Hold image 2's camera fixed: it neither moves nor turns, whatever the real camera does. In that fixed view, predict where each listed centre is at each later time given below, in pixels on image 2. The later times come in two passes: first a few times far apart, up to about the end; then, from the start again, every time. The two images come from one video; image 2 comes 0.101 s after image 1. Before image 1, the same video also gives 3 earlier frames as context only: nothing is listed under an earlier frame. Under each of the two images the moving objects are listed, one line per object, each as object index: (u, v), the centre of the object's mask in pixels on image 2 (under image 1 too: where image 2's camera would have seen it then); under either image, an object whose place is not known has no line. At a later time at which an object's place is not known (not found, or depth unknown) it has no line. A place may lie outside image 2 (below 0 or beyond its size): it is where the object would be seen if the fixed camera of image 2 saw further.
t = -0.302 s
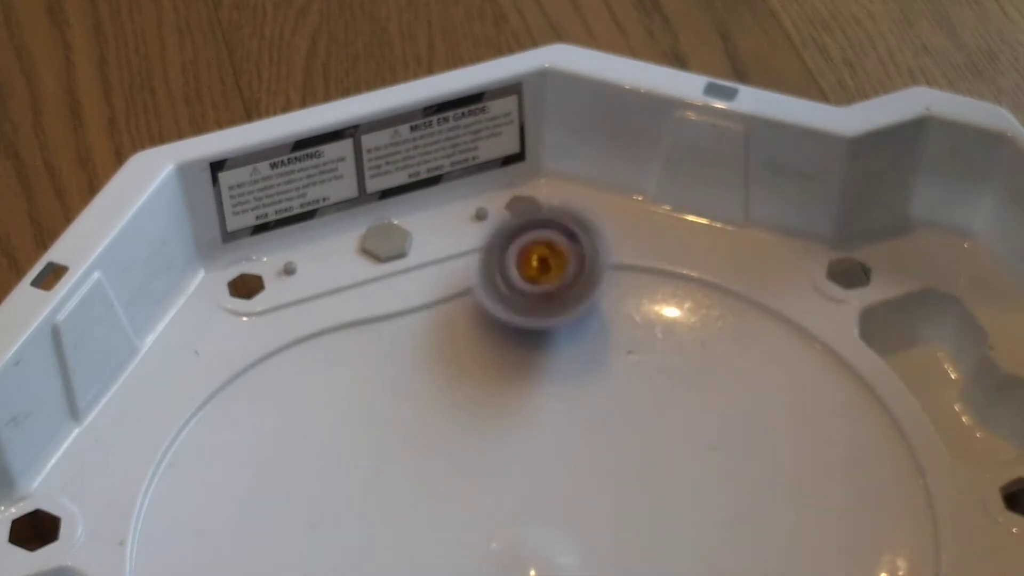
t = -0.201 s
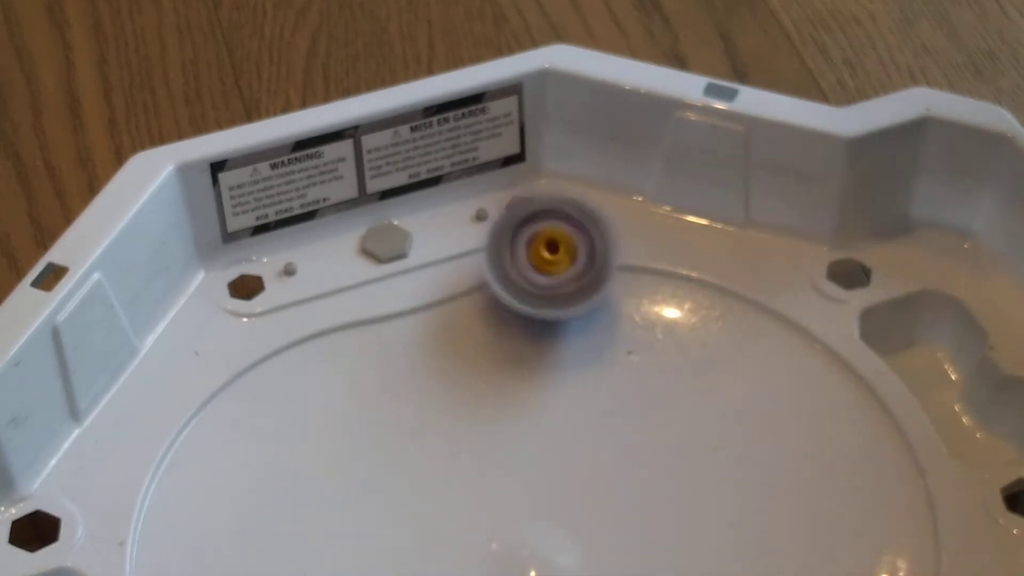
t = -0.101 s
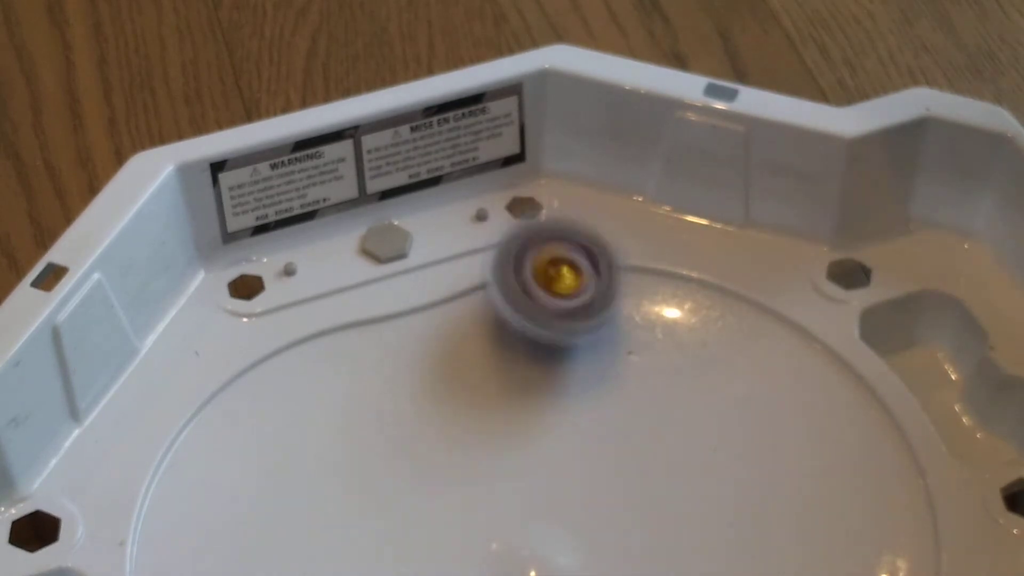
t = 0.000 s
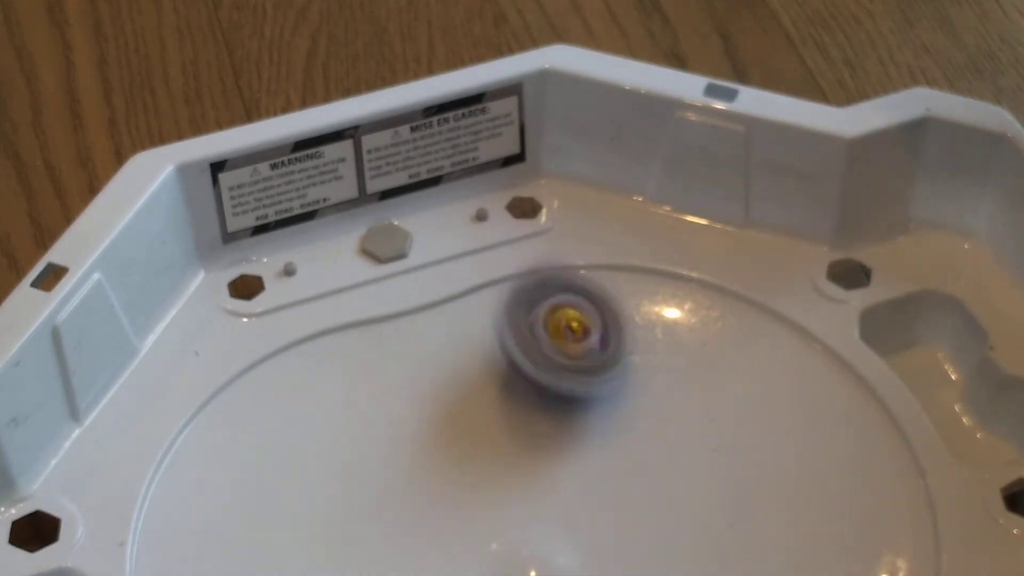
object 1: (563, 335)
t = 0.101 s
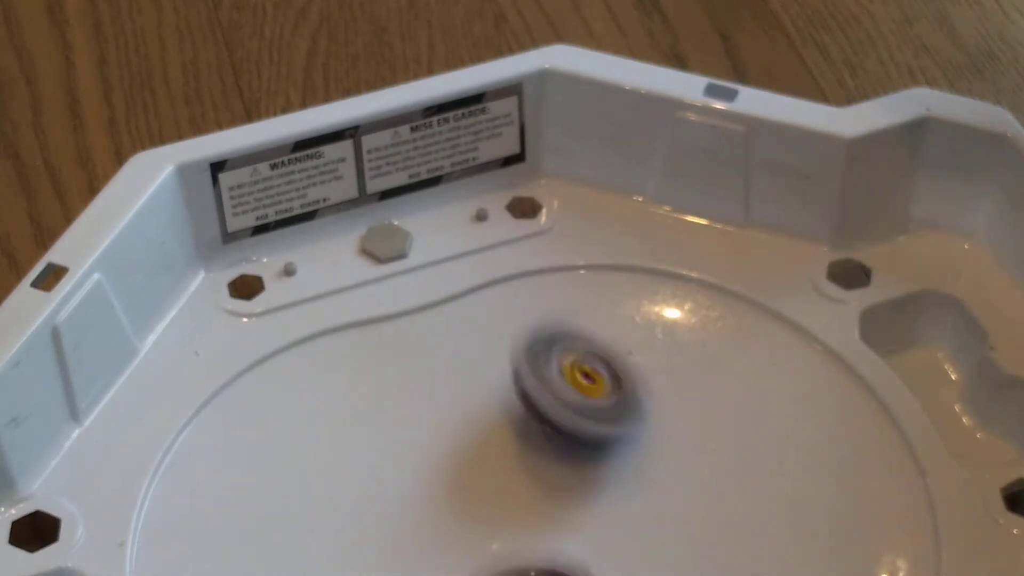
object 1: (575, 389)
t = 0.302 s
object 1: (615, 408)
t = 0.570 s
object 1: (607, 358)
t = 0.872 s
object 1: (546, 400)
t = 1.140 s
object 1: (381, 502)
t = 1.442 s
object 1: (332, 496)
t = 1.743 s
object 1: (437, 475)
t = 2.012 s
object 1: (443, 476)
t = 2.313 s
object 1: (419, 511)
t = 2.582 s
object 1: (440, 498)
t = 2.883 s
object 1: (443, 495)
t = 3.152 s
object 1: (438, 501)
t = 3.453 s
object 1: (439, 501)
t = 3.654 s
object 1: (439, 501)
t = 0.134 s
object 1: (582, 409)
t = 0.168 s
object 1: (589, 422)
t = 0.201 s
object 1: (598, 432)
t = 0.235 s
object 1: (606, 422)
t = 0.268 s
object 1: (611, 412)
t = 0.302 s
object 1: (615, 408)
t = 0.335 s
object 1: (618, 402)
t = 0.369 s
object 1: (621, 401)
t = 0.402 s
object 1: (622, 394)
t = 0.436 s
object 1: (625, 392)
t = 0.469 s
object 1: (621, 382)
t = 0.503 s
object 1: (619, 371)
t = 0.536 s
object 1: (614, 364)
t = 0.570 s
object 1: (607, 358)
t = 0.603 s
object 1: (603, 355)
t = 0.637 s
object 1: (597, 355)
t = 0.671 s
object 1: (592, 355)
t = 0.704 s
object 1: (586, 360)
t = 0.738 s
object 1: (583, 365)
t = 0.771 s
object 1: (577, 371)
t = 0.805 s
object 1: (570, 378)
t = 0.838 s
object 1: (558, 389)
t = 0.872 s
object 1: (546, 400)
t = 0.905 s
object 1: (532, 415)
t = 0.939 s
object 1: (513, 431)
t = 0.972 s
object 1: (496, 447)
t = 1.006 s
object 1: (471, 464)
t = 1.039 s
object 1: (450, 480)
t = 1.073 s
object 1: (426, 491)
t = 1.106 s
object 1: (404, 501)
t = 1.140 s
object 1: (381, 502)
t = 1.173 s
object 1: (363, 503)
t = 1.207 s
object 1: (348, 503)
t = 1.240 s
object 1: (340, 501)
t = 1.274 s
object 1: (333, 496)
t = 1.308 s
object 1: (328, 493)
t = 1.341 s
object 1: (327, 492)
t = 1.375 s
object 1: (327, 492)
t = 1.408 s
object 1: (329, 493)
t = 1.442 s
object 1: (332, 496)
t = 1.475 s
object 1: (340, 501)
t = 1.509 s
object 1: (349, 505)
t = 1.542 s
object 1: (361, 506)
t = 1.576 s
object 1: (378, 505)
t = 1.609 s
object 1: (395, 503)
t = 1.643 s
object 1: (410, 500)
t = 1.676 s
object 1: (423, 494)
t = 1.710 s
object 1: (431, 484)
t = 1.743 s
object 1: (437, 475)
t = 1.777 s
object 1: (439, 470)
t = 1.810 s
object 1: (438, 465)
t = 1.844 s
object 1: (437, 463)
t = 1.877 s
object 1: (437, 462)
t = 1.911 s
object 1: (438, 463)
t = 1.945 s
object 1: (439, 464)
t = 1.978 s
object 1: (441, 470)
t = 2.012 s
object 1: (443, 476)
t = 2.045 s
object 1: (444, 483)
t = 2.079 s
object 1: (443, 493)
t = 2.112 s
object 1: (439, 499)
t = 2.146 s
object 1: (433, 504)
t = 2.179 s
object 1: (429, 507)
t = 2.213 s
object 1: (424, 509)
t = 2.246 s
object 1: (420, 511)
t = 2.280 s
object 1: (418, 511)
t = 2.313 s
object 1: (419, 511)
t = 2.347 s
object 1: (421, 510)
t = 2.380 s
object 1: (422, 510)
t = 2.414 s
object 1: (424, 509)
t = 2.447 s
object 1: (424, 508)
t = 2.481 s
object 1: (427, 507)
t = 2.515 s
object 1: (432, 503)
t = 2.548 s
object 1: (436, 499)
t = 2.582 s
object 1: (440, 498)
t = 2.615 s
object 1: (441, 495)
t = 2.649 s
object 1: (443, 491)
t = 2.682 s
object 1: (445, 488)
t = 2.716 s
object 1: (445, 486)
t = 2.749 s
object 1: (446, 486)
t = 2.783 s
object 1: (445, 487)
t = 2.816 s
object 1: (445, 489)
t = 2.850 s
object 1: (444, 491)
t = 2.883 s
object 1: (443, 495)
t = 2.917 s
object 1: (442, 498)
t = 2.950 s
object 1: (441, 500)
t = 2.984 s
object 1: (439, 501)
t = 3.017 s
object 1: (439, 502)
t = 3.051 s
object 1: (438, 502)
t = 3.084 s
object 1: (437, 501)
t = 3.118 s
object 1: (437, 501)
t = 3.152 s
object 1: (438, 501)
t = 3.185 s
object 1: (441, 502)
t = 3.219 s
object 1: (440, 502)
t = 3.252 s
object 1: (439, 502)
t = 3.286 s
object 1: (438, 501)
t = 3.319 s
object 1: (439, 501)
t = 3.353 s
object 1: (439, 501)
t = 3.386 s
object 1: (439, 501)
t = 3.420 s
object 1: (439, 501)
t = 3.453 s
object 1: (439, 501)
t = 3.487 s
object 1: (439, 501)
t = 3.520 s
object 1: (439, 501)
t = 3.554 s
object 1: (439, 501)
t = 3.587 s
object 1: (439, 501)
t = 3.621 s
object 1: (439, 501)
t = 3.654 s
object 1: (439, 501)
